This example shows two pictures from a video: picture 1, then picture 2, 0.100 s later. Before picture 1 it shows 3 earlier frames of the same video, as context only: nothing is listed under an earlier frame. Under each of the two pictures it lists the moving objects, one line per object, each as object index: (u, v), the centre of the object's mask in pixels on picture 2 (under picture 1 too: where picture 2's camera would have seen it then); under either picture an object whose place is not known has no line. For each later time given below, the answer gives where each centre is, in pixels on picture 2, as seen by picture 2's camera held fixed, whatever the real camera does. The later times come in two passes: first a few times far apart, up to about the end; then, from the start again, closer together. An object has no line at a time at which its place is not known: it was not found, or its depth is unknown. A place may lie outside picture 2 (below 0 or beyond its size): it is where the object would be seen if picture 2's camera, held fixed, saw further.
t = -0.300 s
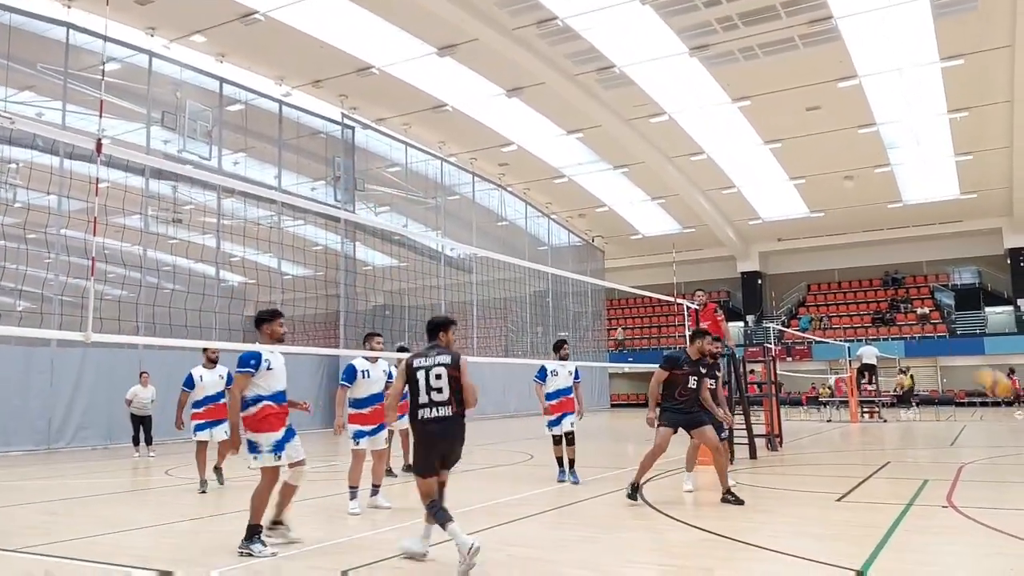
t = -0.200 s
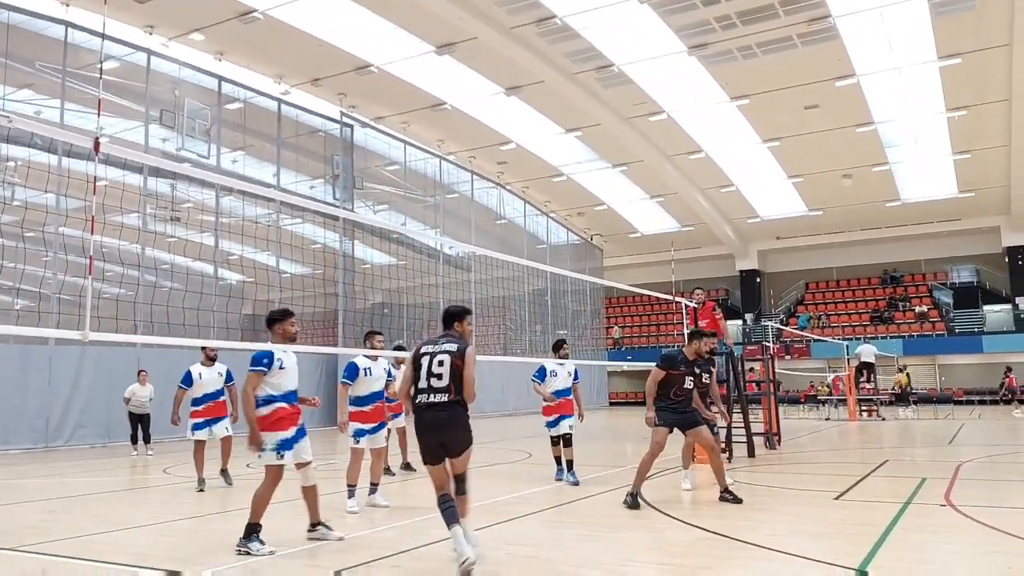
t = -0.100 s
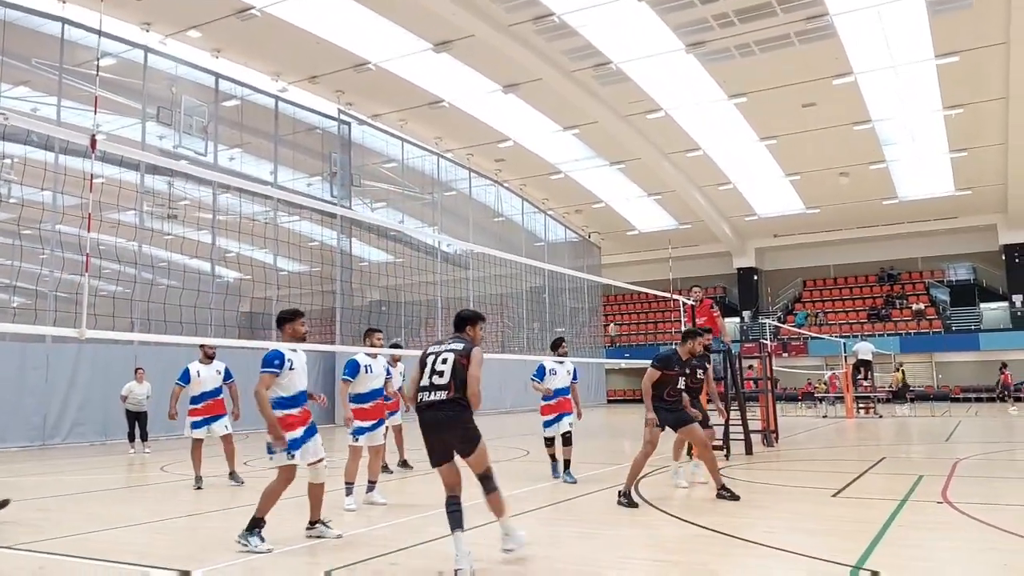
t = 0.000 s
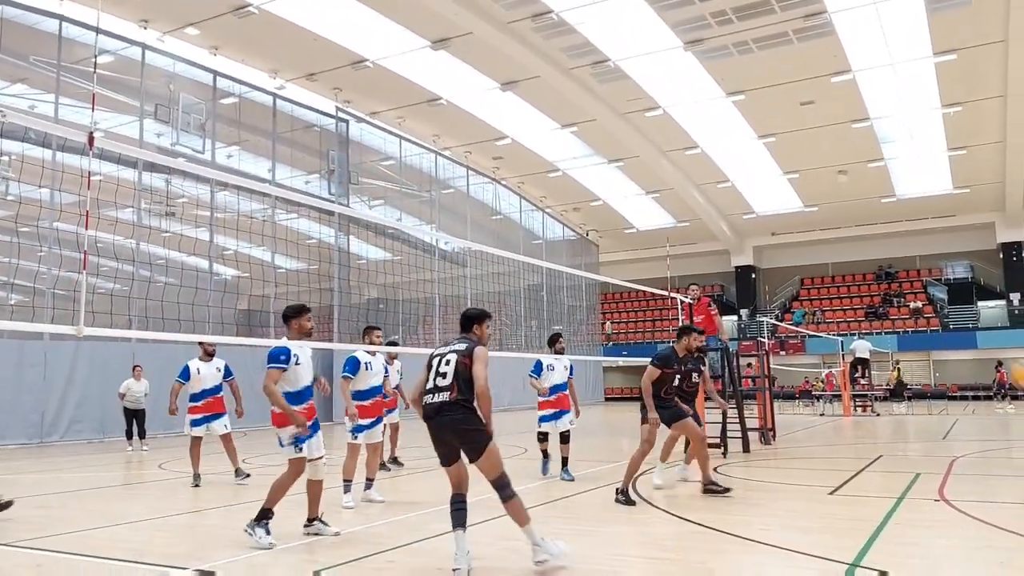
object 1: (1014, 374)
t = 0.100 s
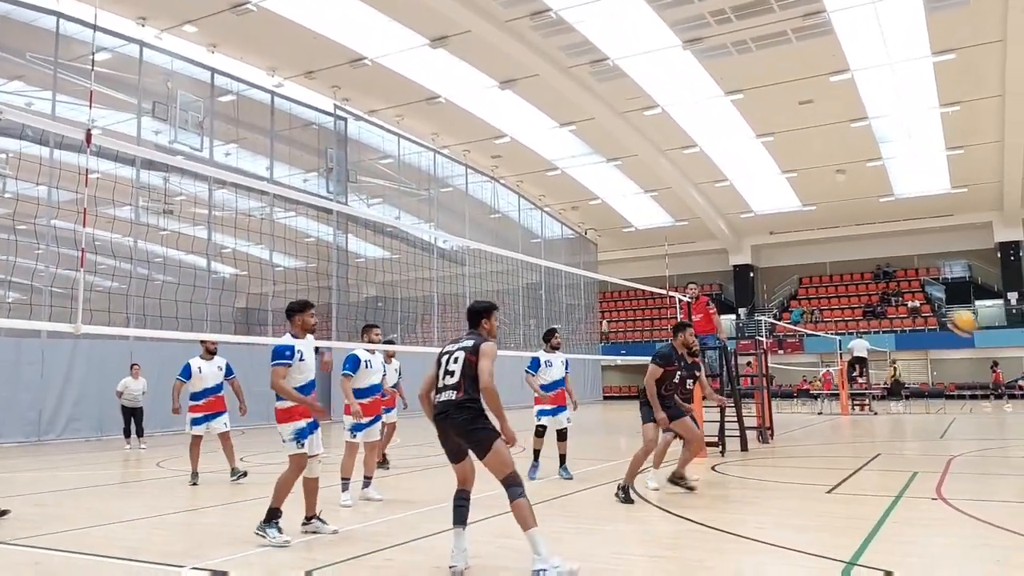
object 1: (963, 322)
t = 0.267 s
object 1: (875, 263)
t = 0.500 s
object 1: (766, 229)
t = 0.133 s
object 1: (944, 307)
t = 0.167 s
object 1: (929, 294)
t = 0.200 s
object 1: (909, 282)
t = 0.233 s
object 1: (892, 270)
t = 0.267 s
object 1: (875, 263)
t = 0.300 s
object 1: (860, 255)
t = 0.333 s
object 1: (843, 247)
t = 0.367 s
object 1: (828, 242)
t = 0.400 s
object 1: (816, 237)
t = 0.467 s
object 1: (779, 229)
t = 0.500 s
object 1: (766, 229)
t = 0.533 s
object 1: (751, 231)
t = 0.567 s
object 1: (736, 231)
